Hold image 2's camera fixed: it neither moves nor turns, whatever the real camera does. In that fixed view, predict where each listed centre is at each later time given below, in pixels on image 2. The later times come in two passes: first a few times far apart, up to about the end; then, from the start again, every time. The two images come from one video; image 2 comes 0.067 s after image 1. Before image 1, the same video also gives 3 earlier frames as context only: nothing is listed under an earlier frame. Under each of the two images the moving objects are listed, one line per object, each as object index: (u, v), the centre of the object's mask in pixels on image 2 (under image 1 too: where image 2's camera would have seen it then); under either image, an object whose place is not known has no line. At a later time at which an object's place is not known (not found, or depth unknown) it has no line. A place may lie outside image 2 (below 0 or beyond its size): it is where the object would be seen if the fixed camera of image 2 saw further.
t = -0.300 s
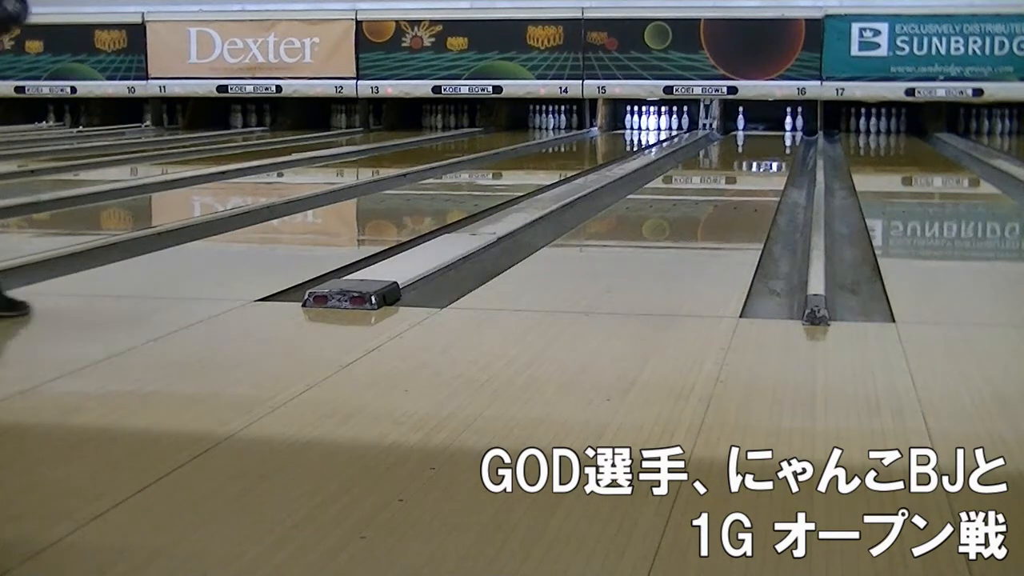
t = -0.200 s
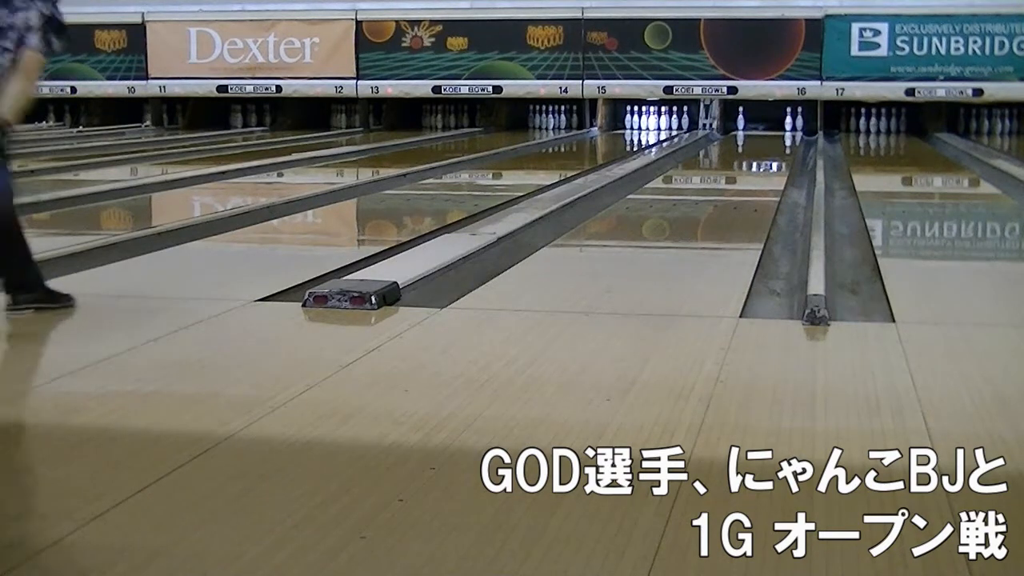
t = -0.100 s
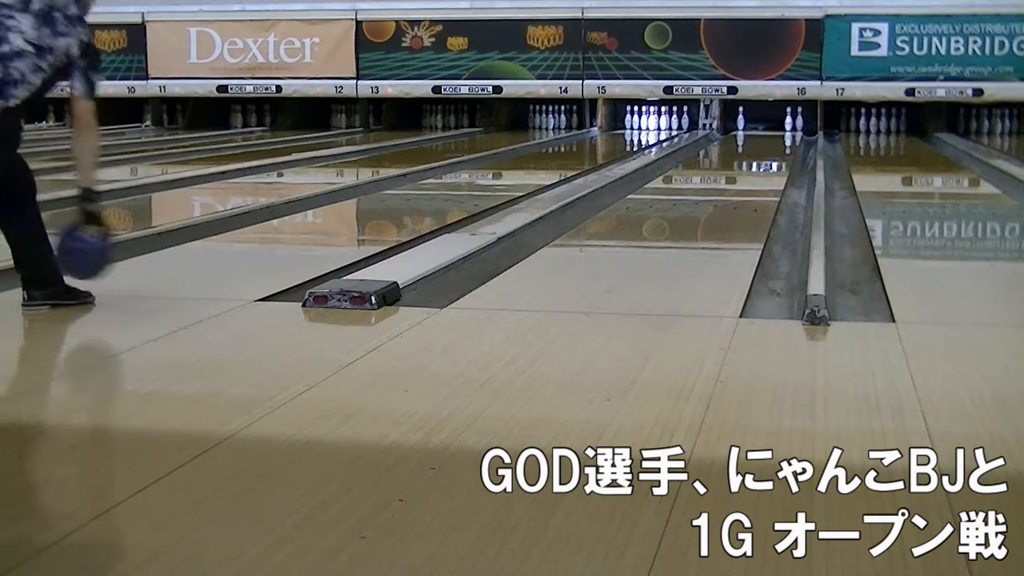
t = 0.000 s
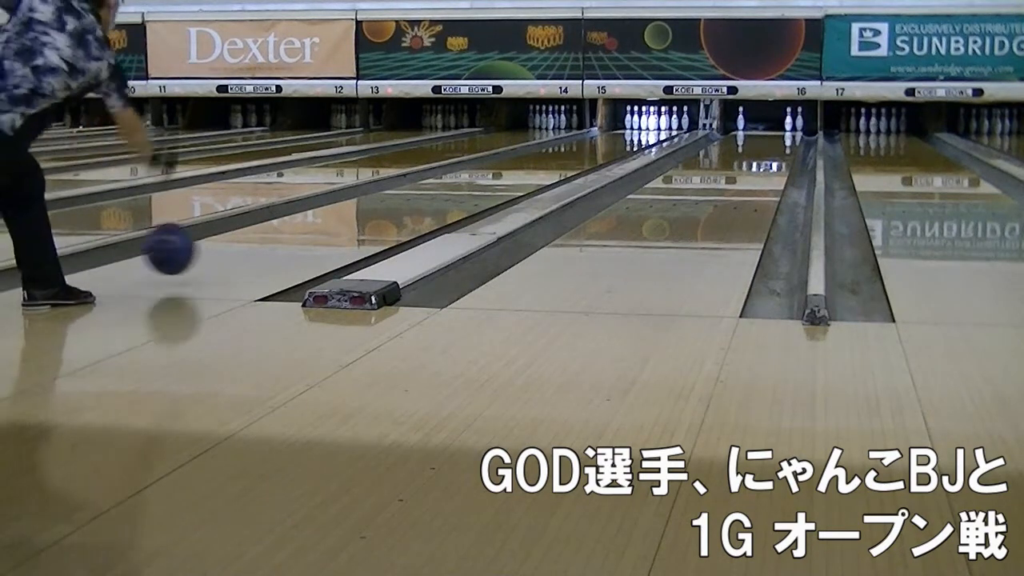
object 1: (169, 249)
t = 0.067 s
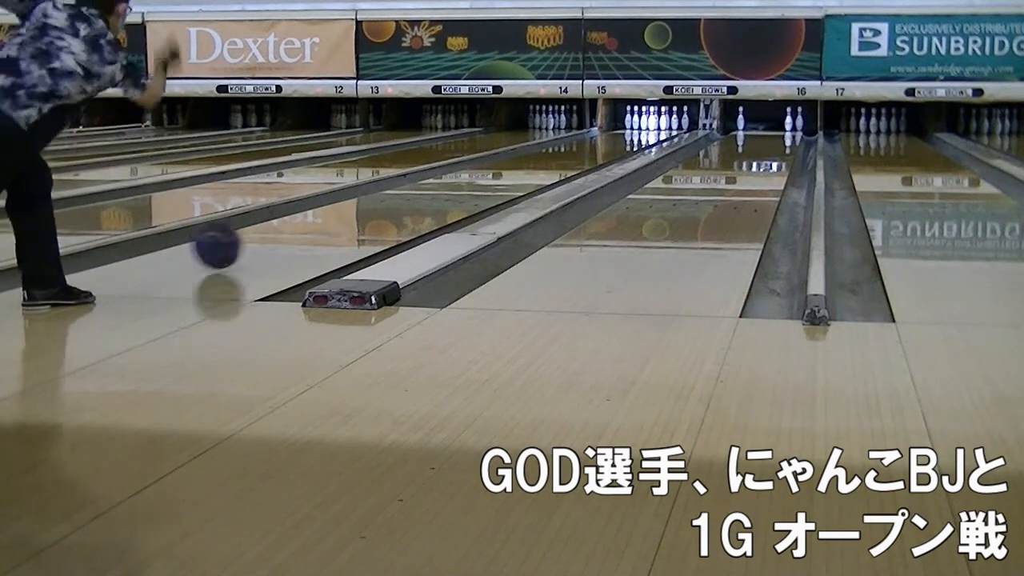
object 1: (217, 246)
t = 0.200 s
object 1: (292, 225)
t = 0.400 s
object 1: (377, 202)
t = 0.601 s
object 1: (439, 186)
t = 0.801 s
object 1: (486, 174)
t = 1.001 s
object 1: (522, 162)
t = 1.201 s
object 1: (551, 154)
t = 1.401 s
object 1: (575, 148)
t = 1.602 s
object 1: (596, 141)
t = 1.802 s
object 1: (612, 137)
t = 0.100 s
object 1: (237, 239)
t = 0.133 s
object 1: (257, 235)
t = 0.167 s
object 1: (275, 231)
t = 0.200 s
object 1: (292, 225)
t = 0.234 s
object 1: (309, 222)
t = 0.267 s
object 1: (323, 217)
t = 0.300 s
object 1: (339, 213)
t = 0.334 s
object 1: (352, 209)
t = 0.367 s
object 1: (365, 205)
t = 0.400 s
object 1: (377, 202)
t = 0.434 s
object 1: (388, 199)
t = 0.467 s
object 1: (400, 196)
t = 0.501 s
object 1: (410, 193)
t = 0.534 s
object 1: (420, 191)
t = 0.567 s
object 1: (429, 188)
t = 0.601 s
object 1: (439, 186)
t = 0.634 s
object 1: (448, 183)
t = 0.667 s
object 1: (456, 181)
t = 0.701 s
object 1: (464, 179)
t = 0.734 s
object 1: (471, 178)
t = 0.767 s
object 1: (478, 176)
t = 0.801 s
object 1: (486, 174)
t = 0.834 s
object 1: (492, 171)
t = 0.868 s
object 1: (499, 169)
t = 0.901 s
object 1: (505, 167)
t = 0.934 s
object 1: (511, 166)
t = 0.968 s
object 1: (516, 164)
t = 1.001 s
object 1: (522, 162)
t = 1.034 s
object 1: (527, 161)
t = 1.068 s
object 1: (533, 160)
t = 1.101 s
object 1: (537, 158)
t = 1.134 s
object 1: (542, 158)
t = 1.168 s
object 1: (548, 155)
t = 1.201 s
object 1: (551, 154)
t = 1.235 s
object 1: (555, 153)
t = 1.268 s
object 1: (559, 152)
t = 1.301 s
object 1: (564, 150)
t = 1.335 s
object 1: (568, 150)
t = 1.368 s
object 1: (571, 149)
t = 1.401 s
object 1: (575, 148)
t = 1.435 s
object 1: (579, 146)
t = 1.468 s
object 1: (582, 146)
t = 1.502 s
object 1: (586, 144)
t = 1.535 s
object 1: (589, 143)
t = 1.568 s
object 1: (593, 142)
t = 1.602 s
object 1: (596, 141)
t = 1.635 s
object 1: (598, 141)
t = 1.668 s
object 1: (601, 139)
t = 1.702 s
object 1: (604, 139)
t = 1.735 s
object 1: (606, 137)
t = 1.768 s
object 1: (610, 138)
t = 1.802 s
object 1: (612, 137)
